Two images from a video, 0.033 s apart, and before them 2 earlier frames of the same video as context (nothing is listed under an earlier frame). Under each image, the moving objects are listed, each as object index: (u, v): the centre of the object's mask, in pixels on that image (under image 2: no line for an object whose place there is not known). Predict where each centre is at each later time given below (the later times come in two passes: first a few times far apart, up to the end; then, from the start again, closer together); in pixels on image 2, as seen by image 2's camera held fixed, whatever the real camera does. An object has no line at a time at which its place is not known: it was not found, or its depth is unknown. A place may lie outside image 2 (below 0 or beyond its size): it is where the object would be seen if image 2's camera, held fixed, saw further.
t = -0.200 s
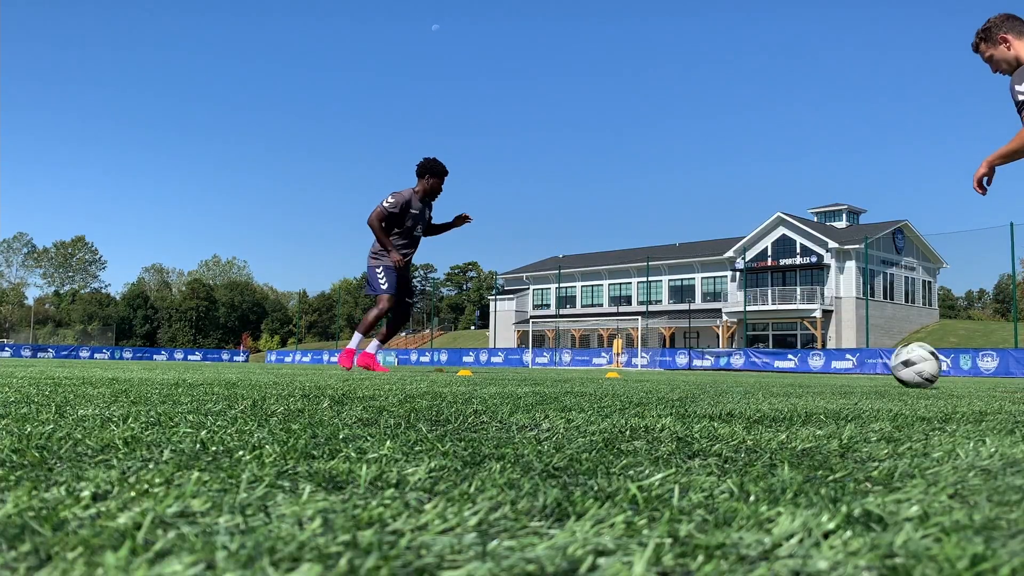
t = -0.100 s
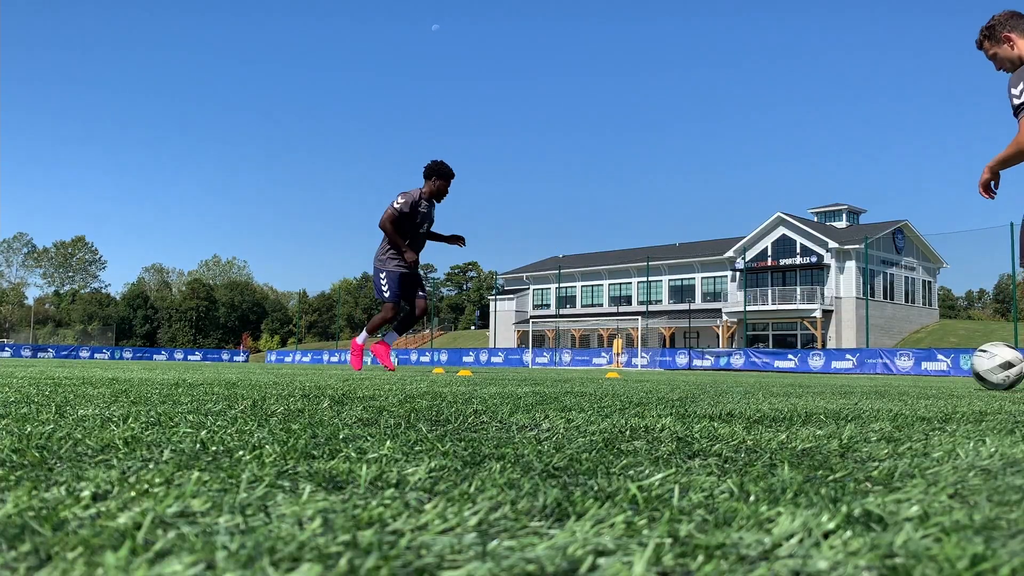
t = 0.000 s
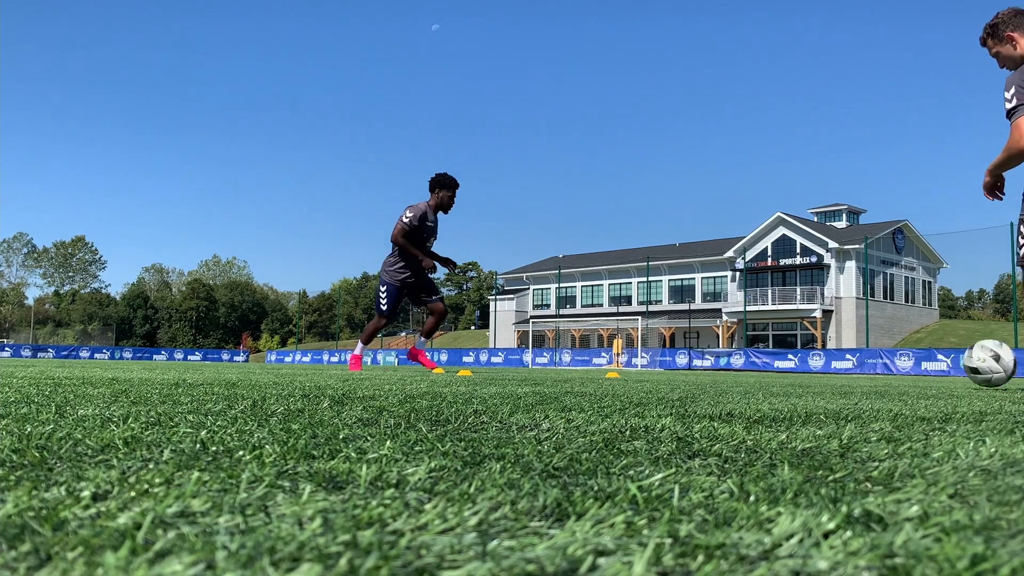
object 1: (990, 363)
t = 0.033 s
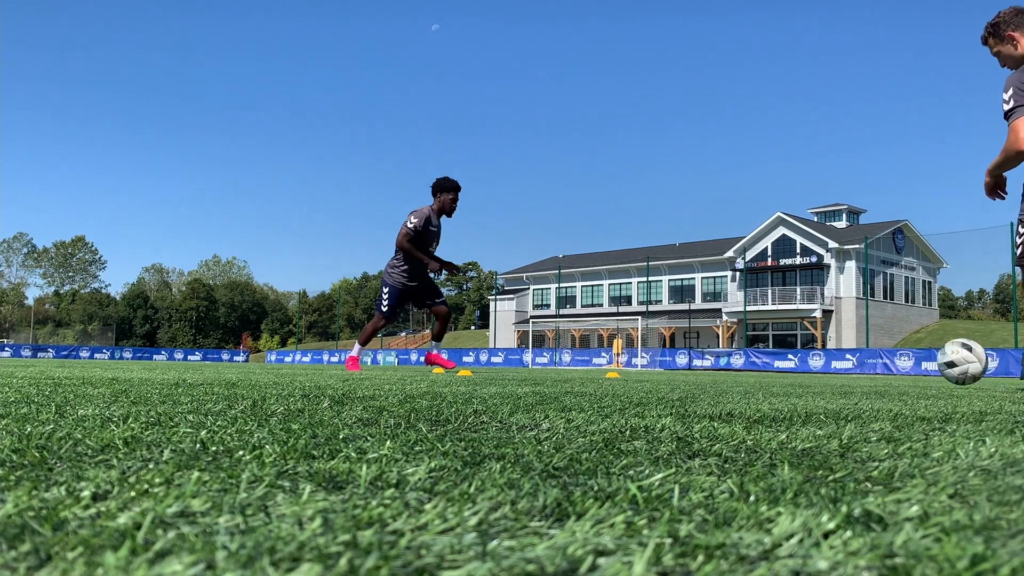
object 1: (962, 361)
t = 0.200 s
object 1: (857, 366)
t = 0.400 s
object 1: (783, 363)
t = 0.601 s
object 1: (726, 364)
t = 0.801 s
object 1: (681, 364)
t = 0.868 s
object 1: (667, 364)
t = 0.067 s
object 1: (937, 362)
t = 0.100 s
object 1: (913, 365)
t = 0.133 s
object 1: (892, 366)
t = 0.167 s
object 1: (874, 365)
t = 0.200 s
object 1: (857, 366)
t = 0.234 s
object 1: (843, 365)
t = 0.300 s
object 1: (817, 364)
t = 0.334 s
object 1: (805, 365)
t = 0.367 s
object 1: (794, 364)
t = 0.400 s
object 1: (783, 363)
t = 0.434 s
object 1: (773, 363)
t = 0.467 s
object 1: (763, 365)
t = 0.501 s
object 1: (753, 363)
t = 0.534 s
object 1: (744, 362)
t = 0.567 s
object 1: (735, 362)
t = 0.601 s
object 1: (726, 364)
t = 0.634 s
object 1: (718, 364)
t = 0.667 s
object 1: (710, 363)
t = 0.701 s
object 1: (703, 364)
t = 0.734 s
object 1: (696, 364)
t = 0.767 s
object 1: (688, 364)
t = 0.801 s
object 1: (681, 364)
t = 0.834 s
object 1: (674, 363)
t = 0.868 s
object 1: (667, 364)
